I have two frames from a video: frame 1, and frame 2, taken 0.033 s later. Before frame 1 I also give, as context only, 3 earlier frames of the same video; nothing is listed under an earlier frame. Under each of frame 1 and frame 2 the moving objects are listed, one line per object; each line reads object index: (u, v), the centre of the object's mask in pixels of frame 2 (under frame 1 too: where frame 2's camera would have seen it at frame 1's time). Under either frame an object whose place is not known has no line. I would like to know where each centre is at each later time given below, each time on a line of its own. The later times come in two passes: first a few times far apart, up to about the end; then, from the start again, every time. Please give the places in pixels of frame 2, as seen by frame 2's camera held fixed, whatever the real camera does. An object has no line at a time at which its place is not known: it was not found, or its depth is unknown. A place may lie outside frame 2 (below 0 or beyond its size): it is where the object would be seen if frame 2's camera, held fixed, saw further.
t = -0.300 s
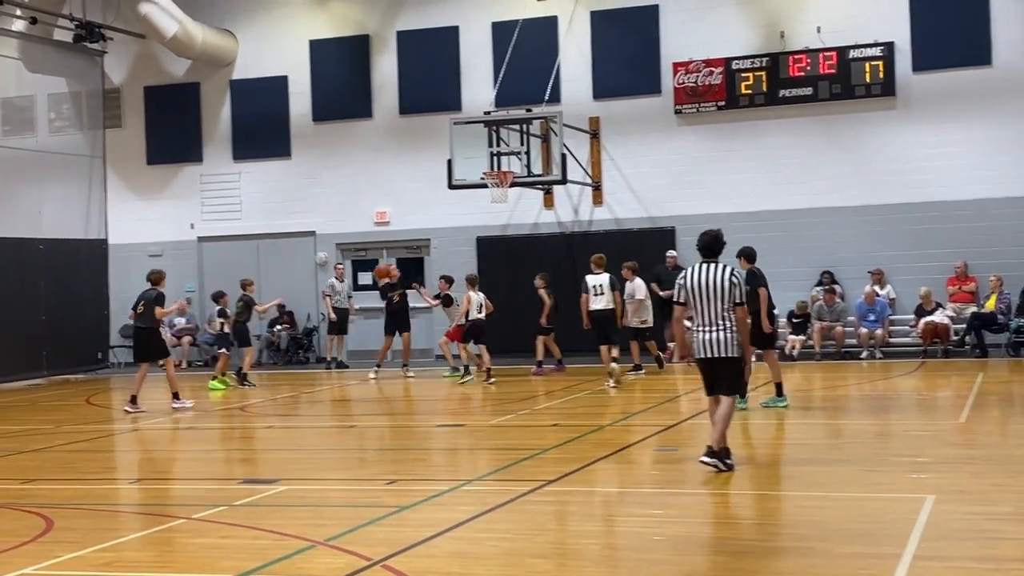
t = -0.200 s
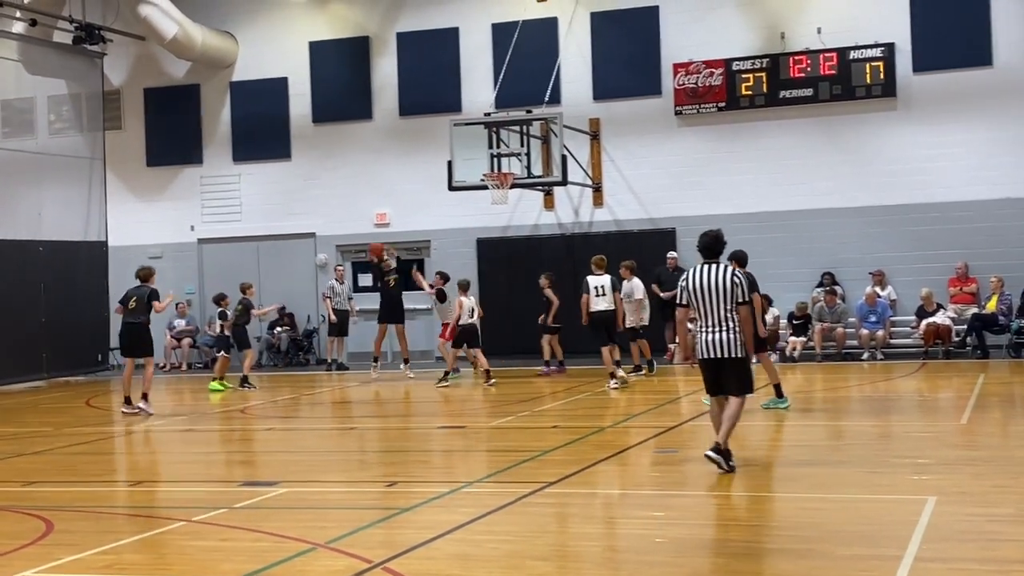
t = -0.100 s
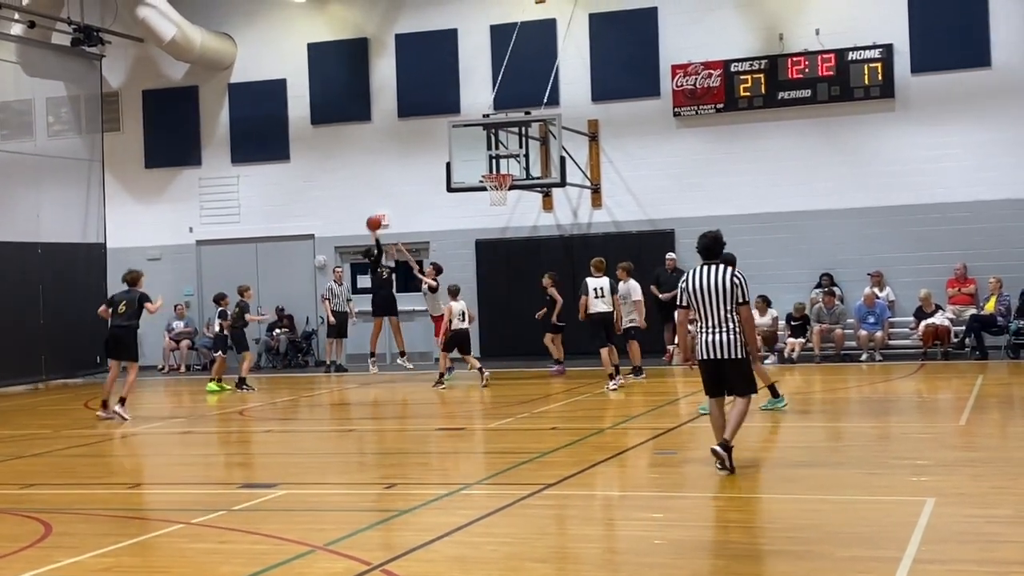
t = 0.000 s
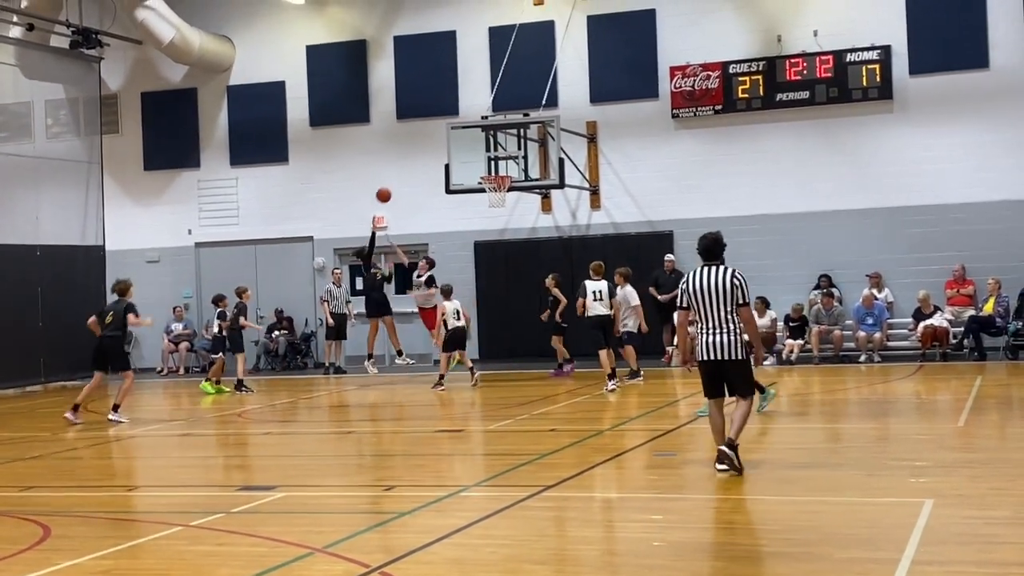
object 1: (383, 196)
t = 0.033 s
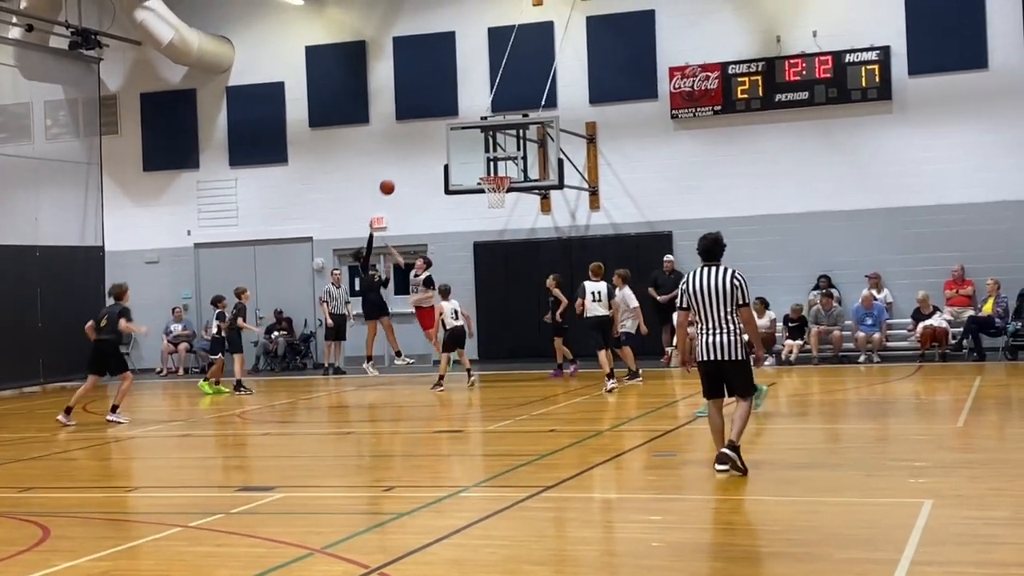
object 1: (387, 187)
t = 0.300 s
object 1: (421, 145)
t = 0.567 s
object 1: (457, 148)
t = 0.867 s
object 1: (487, 159)
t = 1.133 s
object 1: (502, 169)
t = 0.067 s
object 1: (391, 179)
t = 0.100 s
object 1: (395, 172)
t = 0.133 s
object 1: (400, 166)
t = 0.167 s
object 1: (404, 160)
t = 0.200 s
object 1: (408, 156)
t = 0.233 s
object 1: (413, 151)
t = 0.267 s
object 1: (417, 148)
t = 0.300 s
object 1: (421, 145)
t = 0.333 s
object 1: (426, 143)
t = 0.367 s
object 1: (430, 141)
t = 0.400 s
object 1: (435, 141)
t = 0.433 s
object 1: (439, 141)
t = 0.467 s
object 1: (444, 141)
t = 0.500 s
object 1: (448, 143)
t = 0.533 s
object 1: (453, 145)
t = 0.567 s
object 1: (457, 148)
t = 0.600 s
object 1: (462, 151)
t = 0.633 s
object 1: (466, 156)
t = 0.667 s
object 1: (471, 160)
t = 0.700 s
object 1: (476, 166)
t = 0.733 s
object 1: (480, 171)
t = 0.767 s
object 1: (482, 168)
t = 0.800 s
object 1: (483, 164)
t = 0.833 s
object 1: (485, 162)
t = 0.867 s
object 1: (487, 159)
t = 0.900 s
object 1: (488, 158)
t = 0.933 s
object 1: (490, 158)
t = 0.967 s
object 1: (492, 158)
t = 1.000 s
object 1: (494, 159)
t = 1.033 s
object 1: (495, 160)
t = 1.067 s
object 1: (497, 163)
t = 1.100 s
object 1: (499, 166)
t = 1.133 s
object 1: (502, 169)
